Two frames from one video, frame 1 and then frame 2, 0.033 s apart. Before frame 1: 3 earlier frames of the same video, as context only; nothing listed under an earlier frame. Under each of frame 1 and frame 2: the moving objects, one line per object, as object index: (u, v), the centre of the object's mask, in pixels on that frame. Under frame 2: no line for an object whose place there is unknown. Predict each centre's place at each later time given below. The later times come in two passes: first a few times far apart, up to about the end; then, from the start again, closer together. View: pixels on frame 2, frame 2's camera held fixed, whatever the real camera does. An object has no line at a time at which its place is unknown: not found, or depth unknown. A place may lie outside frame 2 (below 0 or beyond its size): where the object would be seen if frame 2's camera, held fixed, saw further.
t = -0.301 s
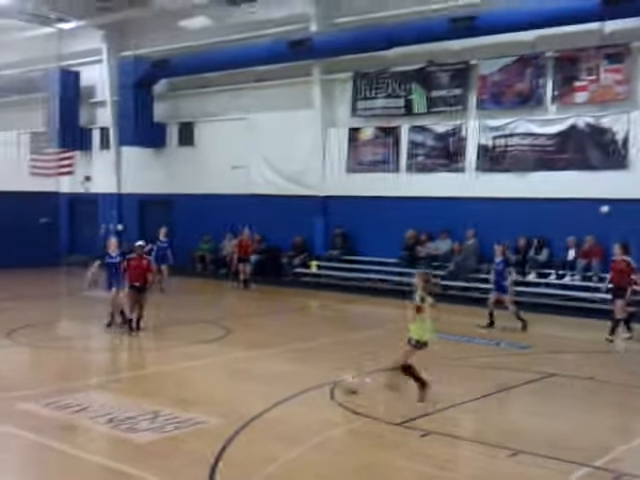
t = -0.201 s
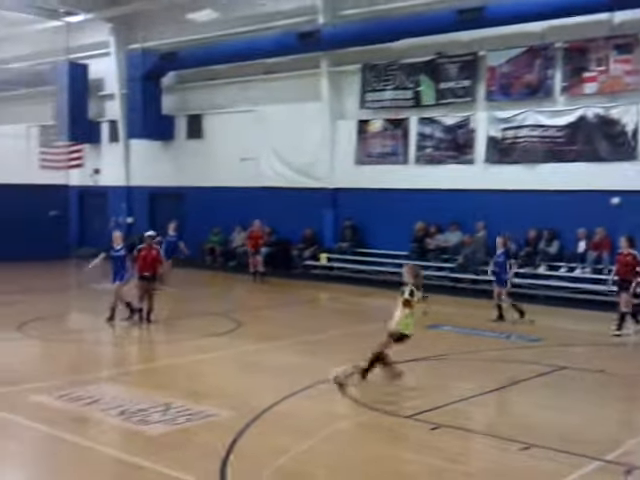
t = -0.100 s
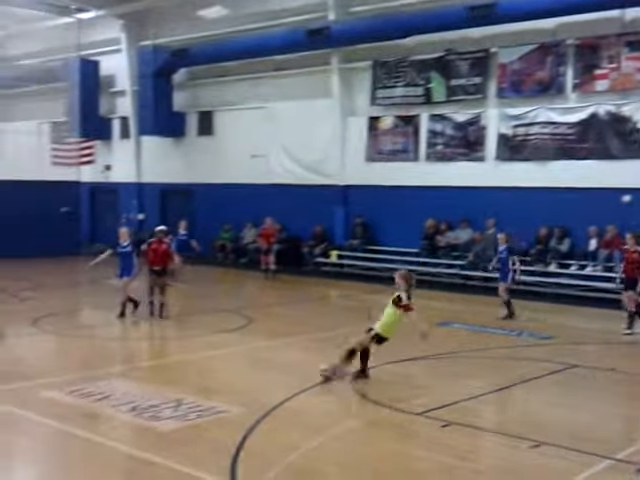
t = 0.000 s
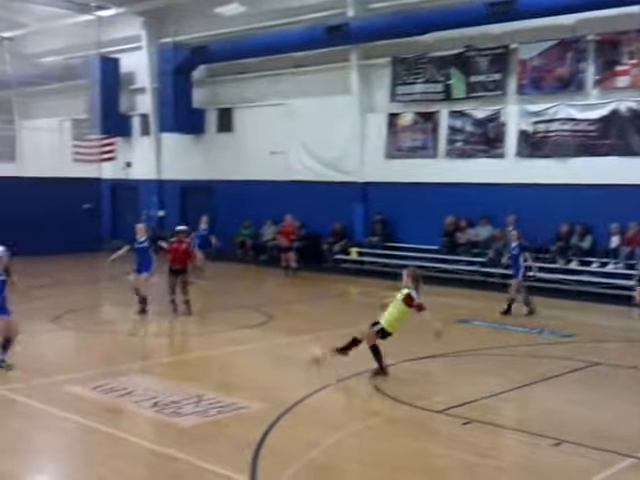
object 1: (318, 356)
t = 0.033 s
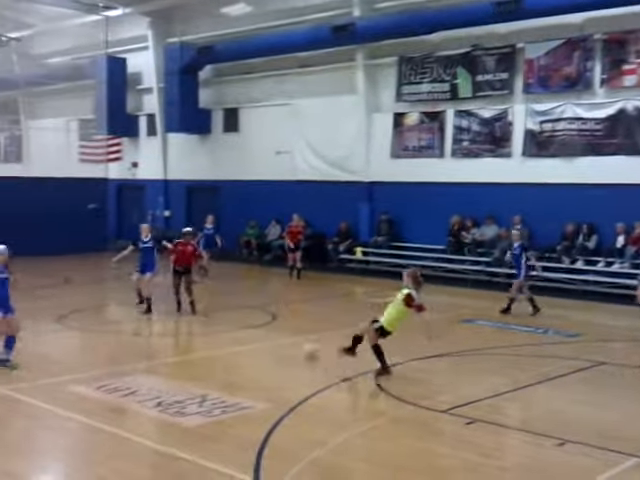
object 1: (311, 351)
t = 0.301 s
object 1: (255, 331)
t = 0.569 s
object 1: (213, 314)
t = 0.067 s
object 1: (302, 350)
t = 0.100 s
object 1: (293, 346)
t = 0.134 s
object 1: (289, 342)
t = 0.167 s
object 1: (281, 340)
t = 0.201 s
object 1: (271, 335)
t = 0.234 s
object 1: (266, 335)
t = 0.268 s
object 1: (262, 333)
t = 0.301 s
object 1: (255, 331)
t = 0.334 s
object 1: (249, 329)
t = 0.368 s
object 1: (244, 324)
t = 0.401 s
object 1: (237, 322)
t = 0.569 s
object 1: (213, 314)
